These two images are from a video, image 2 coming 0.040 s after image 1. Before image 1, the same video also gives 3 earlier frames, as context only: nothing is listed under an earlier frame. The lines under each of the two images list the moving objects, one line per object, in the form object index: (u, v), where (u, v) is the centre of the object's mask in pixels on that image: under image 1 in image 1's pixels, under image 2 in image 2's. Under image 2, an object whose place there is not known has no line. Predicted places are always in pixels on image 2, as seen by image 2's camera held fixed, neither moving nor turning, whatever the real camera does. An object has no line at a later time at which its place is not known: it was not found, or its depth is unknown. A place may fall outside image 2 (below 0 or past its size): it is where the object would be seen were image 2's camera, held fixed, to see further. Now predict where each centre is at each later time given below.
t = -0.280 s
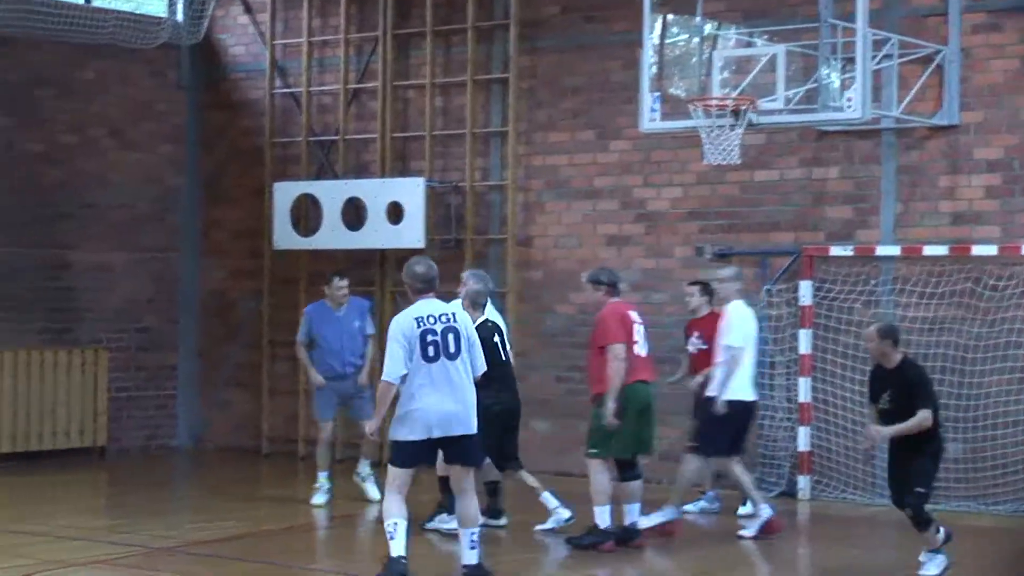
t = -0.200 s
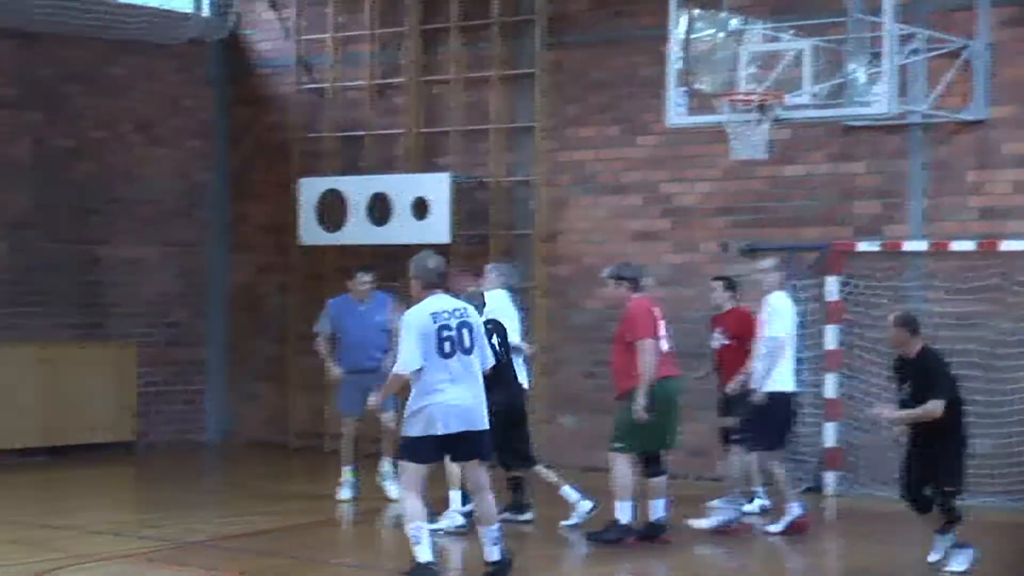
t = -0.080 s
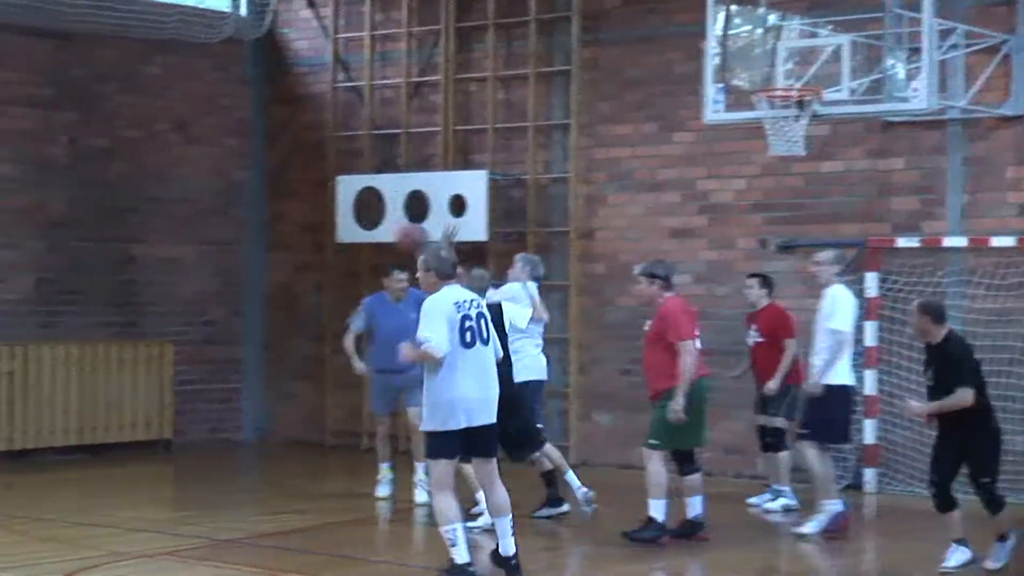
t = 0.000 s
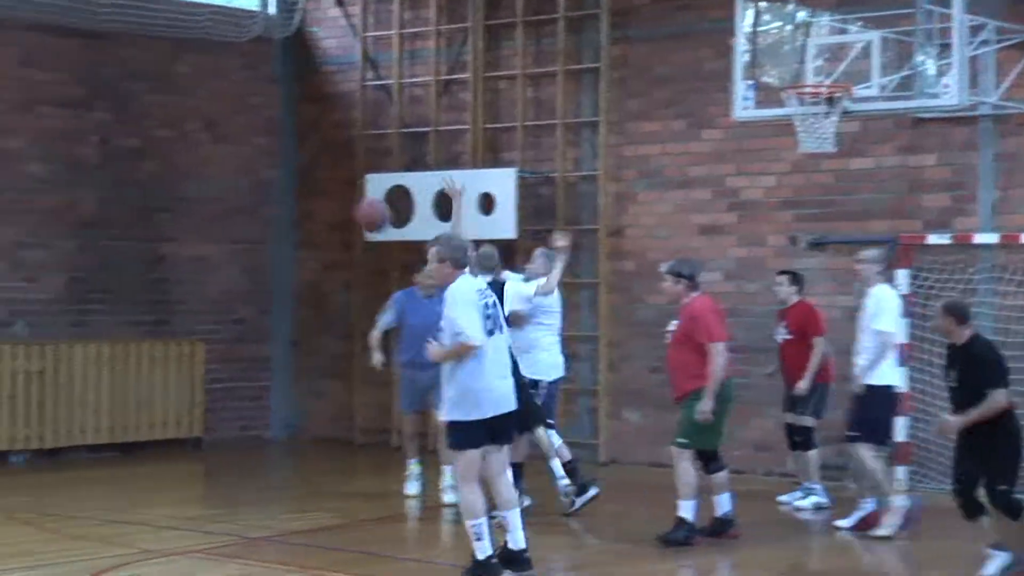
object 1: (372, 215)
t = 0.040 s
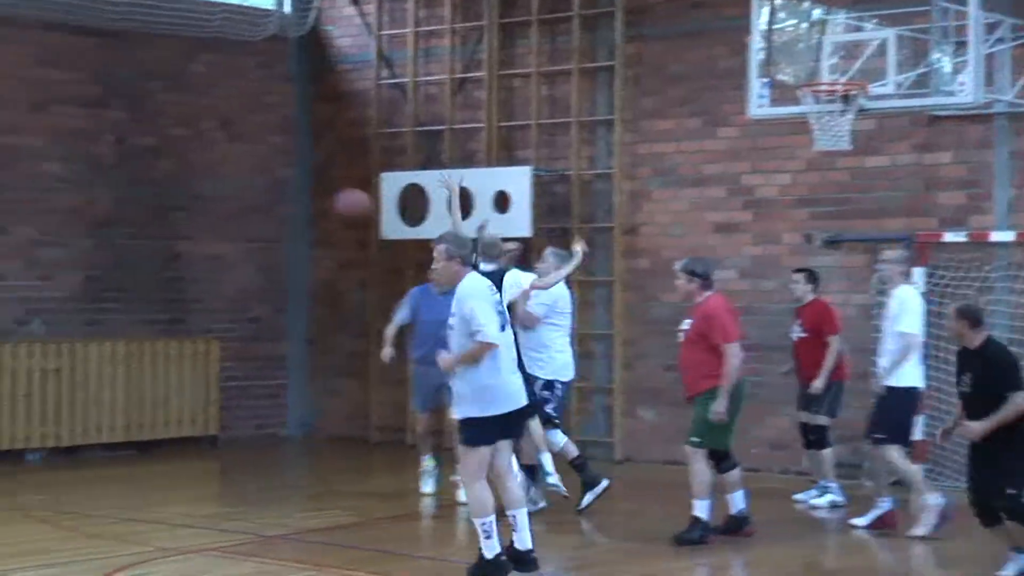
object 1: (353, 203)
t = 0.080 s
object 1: (316, 198)
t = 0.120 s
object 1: (279, 192)
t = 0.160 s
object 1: (241, 192)
